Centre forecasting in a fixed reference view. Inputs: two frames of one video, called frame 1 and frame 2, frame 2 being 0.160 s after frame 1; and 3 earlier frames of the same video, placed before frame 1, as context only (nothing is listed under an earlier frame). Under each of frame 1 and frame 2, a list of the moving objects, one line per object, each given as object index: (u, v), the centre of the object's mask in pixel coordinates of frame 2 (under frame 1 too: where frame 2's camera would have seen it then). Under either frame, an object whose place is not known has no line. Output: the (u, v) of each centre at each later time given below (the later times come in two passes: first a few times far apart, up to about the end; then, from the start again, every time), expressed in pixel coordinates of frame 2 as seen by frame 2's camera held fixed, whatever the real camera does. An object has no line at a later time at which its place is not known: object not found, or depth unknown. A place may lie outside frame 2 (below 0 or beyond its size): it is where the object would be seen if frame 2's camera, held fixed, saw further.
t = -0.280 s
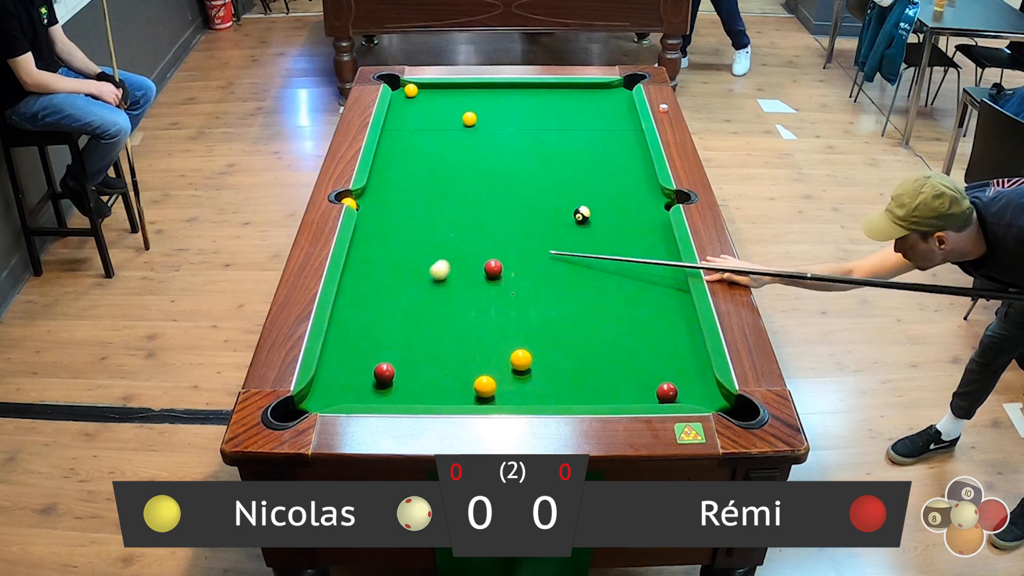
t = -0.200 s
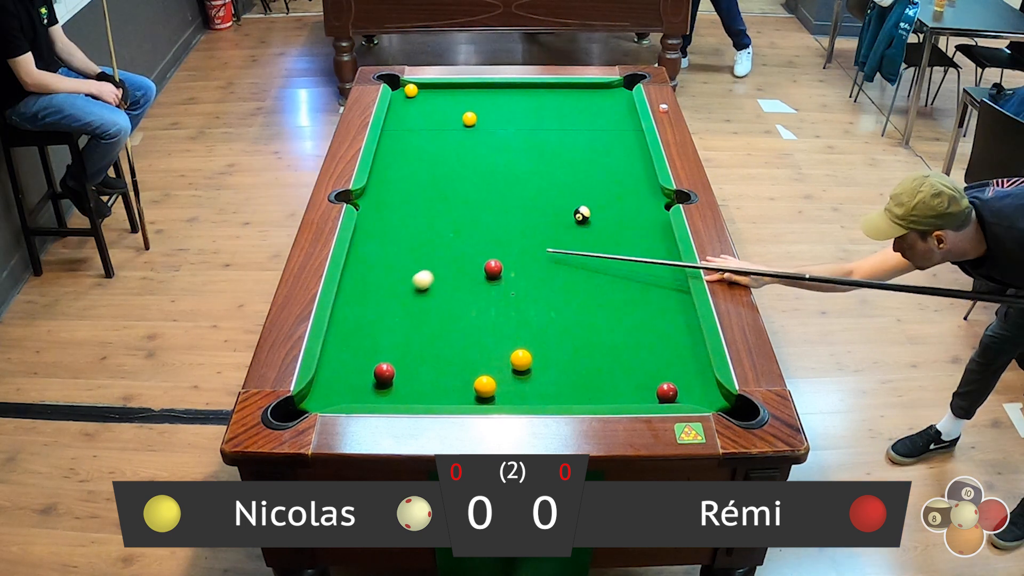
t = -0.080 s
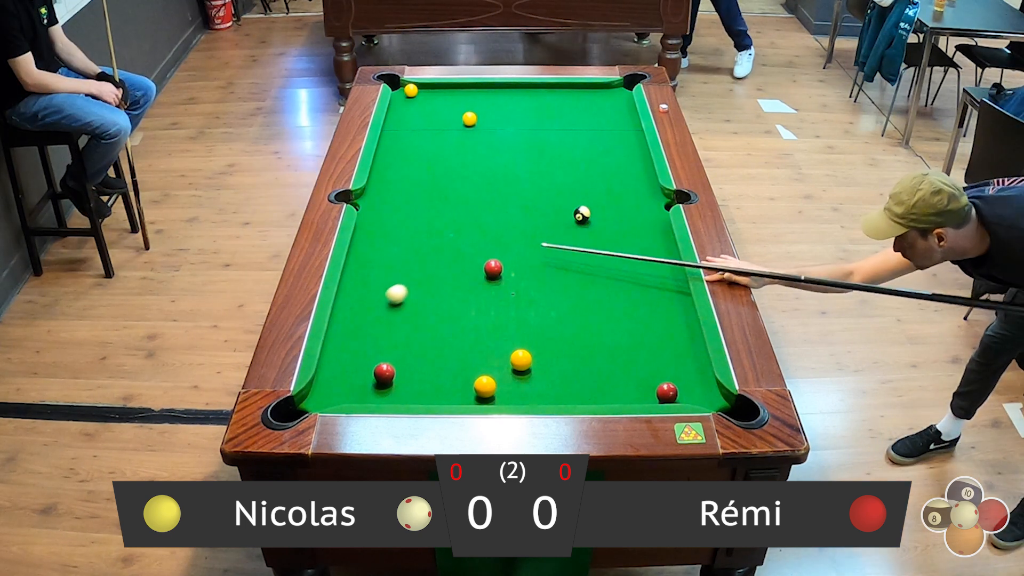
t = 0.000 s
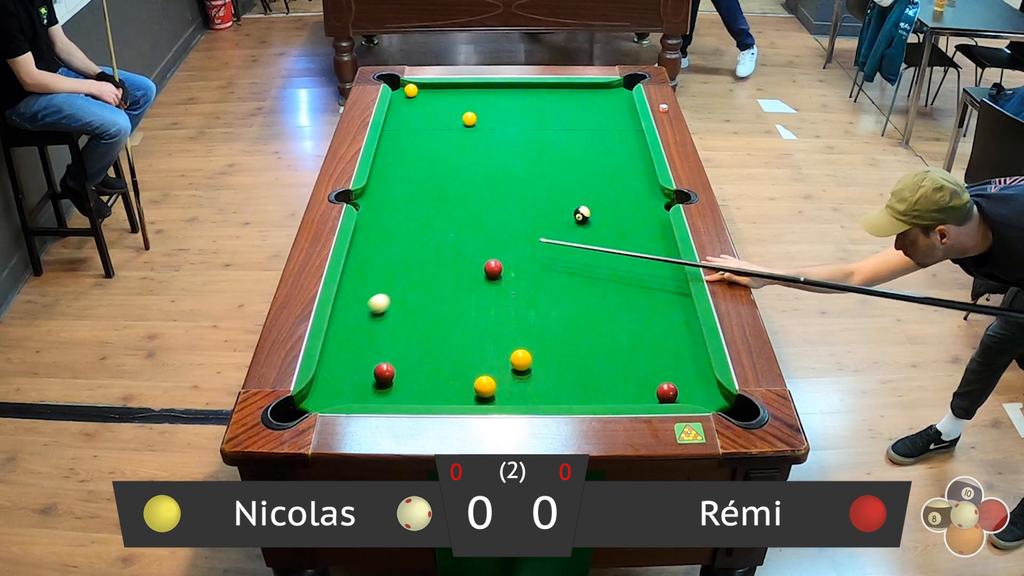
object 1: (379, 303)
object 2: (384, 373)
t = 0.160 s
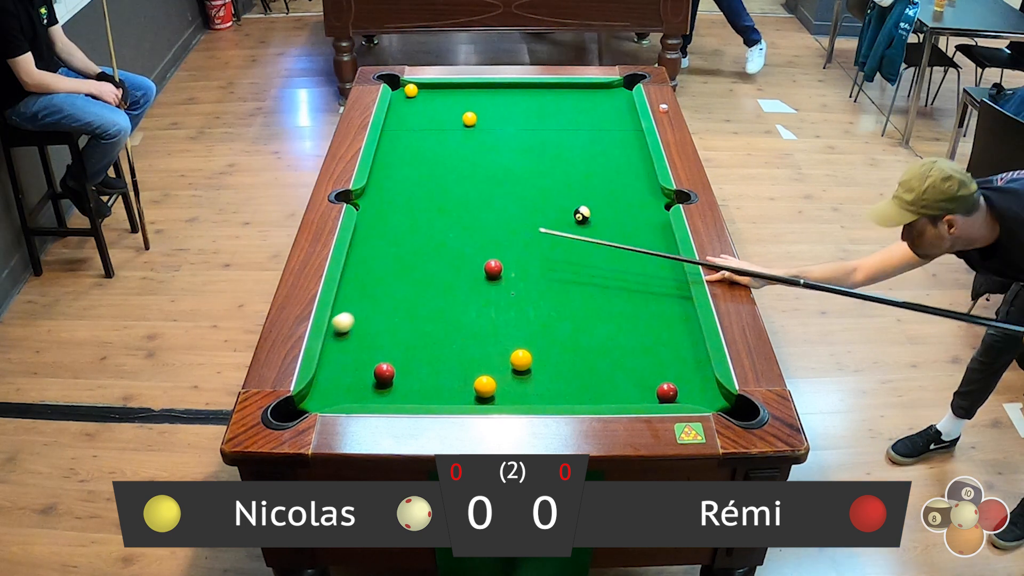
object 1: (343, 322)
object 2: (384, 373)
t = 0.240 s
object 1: (341, 332)
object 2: (384, 373)
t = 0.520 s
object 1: (370, 363)
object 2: (385, 373)
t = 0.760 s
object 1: (372, 369)
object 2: (403, 389)
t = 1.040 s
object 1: (374, 373)
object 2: (422, 396)
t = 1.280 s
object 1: (374, 375)
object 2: (434, 388)
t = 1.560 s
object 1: (375, 375)
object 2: (446, 381)
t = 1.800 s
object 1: (374, 375)
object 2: (454, 375)
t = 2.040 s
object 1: (374, 375)
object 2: (460, 370)
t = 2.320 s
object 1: (374, 375)
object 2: (465, 367)
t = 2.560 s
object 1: (374, 375)
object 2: (468, 364)
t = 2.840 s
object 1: (374, 375)
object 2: (469, 362)
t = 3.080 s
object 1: (374, 375)
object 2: (469, 362)
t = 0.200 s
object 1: (337, 327)
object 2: (384, 373)
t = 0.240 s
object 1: (341, 332)
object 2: (384, 373)
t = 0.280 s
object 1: (345, 336)
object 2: (384, 373)
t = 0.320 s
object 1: (350, 341)
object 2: (384, 373)
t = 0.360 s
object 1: (354, 345)
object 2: (384, 373)
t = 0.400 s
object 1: (358, 350)
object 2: (384, 373)
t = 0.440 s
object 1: (362, 355)
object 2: (384, 373)
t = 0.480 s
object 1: (367, 359)
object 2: (384, 373)
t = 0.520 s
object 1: (370, 363)
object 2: (385, 373)
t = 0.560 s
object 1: (371, 365)
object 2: (388, 376)
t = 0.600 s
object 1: (372, 366)
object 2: (391, 379)
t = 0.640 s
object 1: (372, 366)
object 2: (394, 382)
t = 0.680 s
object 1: (372, 367)
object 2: (397, 384)
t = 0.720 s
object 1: (372, 368)
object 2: (400, 386)
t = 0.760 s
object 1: (372, 369)
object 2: (403, 389)
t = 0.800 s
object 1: (373, 370)
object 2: (405, 391)
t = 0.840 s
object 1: (373, 370)
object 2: (409, 393)
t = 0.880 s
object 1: (373, 371)
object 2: (412, 395)
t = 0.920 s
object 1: (374, 371)
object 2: (414, 397)
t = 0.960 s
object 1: (374, 372)
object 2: (417, 397)
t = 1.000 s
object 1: (374, 373)
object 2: (419, 396)
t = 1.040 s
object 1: (374, 373)
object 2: (422, 396)
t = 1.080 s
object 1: (374, 373)
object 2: (424, 395)
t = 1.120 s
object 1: (374, 374)
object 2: (426, 394)
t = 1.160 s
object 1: (374, 374)
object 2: (428, 393)
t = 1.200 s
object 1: (374, 374)
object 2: (430, 392)
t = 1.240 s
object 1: (374, 375)
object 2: (432, 390)
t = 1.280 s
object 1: (374, 375)
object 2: (434, 388)
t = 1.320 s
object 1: (374, 375)
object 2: (436, 387)
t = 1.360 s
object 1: (375, 375)
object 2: (438, 386)
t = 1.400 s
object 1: (374, 375)
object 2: (440, 385)
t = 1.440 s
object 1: (375, 375)
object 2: (441, 384)
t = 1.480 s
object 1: (374, 375)
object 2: (443, 384)
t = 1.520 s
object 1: (374, 375)
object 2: (445, 382)
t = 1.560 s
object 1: (375, 375)
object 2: (446, 381)
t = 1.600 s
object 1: (374, 375)
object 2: (448, 380)
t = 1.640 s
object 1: (374, 375)
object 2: (449, 379)
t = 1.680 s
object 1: (374, 375)
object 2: (450, 378)
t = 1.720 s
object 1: (374, 375)
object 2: (452, 377)
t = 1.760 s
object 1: (374, 375)
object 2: (453, 376)
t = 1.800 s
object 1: (374, 375)
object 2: (454, 375)
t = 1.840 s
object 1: (375, 375)
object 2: (455, 374)
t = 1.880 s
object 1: (374, 375)
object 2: (456, 373)
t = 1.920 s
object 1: (374, 375)
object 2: (457, 373)
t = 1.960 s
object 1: (374, 375)
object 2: (458, 372)
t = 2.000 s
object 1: (374, 375)
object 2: (459, 371)
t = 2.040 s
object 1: (374, 375)
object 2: (460, 370)
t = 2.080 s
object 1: (374, 375)
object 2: (461, 370)
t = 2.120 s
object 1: (374, 375)
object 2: (462, 369)
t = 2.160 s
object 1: (374, 375)
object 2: (463, 369)
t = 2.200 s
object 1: (374, 375)
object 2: (463, 368)
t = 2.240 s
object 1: (374, 375)
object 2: (464, 368)
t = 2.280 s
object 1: (374, 375)
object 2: (465, 367)
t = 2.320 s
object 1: (374, 375)
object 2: (465, 367)
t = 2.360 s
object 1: (374, 375)
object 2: (466, 366)
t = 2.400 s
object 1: (374, 375)
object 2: (467, 366)
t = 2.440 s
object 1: (374, 375)
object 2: (467, 365)
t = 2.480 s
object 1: (374, 375)
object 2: (467, 365)
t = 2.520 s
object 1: (374, 375)
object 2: (468, 364)
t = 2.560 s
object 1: (374, 375)
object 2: (468, 364)
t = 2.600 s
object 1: (374, 375)
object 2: (469, 364)
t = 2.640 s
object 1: (374, 375)
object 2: (469, 363)
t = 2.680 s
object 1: (374, 375)
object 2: (469, 363)
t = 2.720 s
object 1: (374, 375)
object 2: (469, 363)
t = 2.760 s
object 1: (374, 375)
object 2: (469, 362)
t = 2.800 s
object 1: (374, 375)
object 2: (469, 362)
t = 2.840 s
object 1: (374, 375)
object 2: (469, 362)
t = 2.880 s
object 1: (374, 375)
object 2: (470, 362)
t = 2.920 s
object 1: (374, 375)
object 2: (469, 362)
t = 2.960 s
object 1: (374, 375)
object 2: (469, 362)
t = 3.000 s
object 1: (374, 375)
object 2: (469, 362)
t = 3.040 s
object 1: (374, 375)
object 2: (469, 362)
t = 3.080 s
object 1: (374, 375)
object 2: (469, 362)
